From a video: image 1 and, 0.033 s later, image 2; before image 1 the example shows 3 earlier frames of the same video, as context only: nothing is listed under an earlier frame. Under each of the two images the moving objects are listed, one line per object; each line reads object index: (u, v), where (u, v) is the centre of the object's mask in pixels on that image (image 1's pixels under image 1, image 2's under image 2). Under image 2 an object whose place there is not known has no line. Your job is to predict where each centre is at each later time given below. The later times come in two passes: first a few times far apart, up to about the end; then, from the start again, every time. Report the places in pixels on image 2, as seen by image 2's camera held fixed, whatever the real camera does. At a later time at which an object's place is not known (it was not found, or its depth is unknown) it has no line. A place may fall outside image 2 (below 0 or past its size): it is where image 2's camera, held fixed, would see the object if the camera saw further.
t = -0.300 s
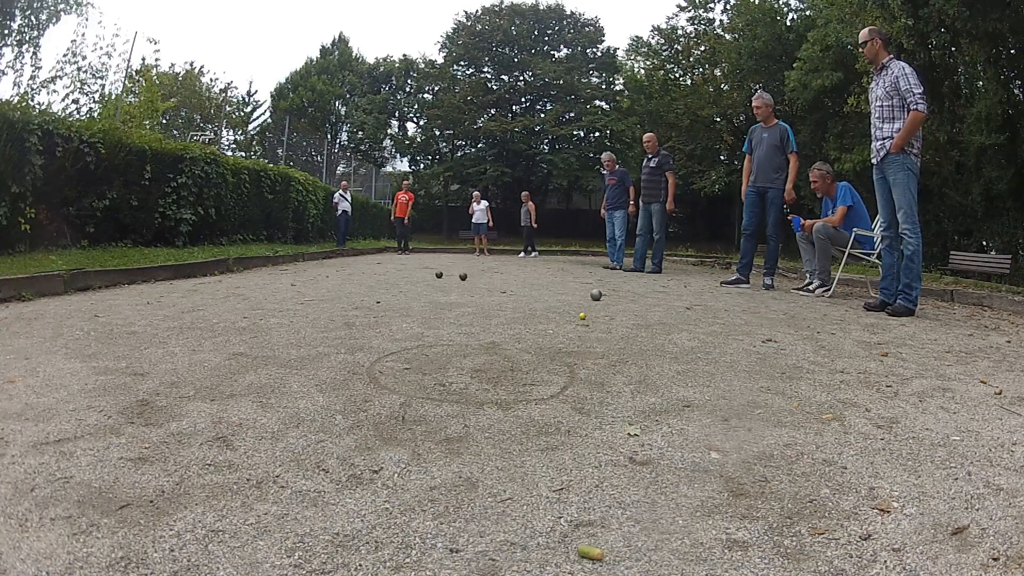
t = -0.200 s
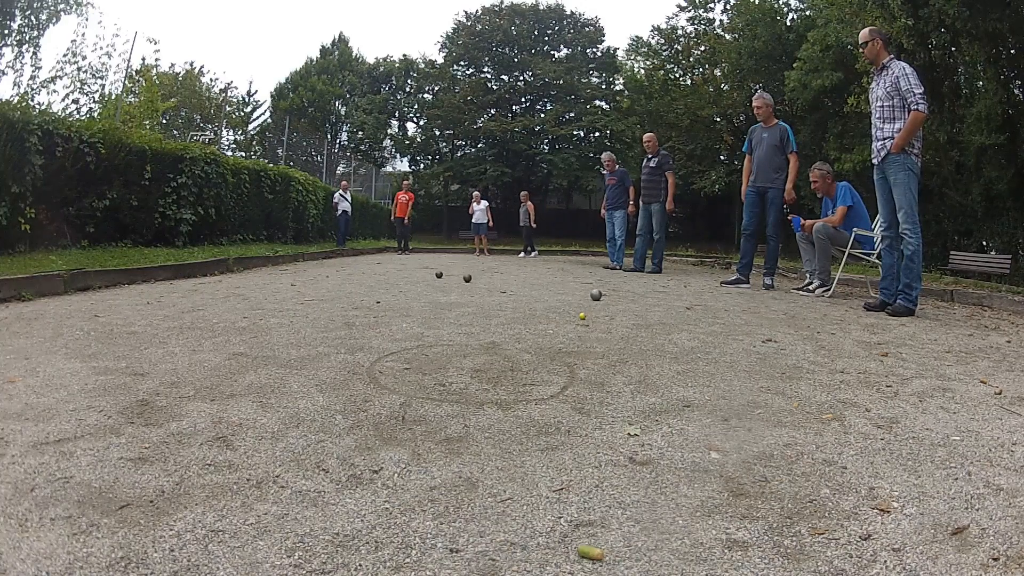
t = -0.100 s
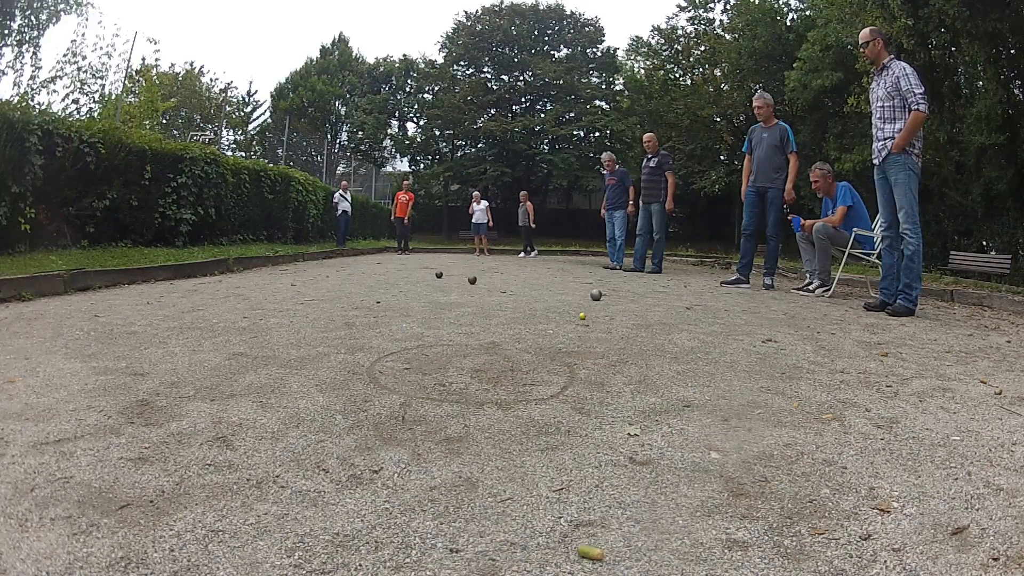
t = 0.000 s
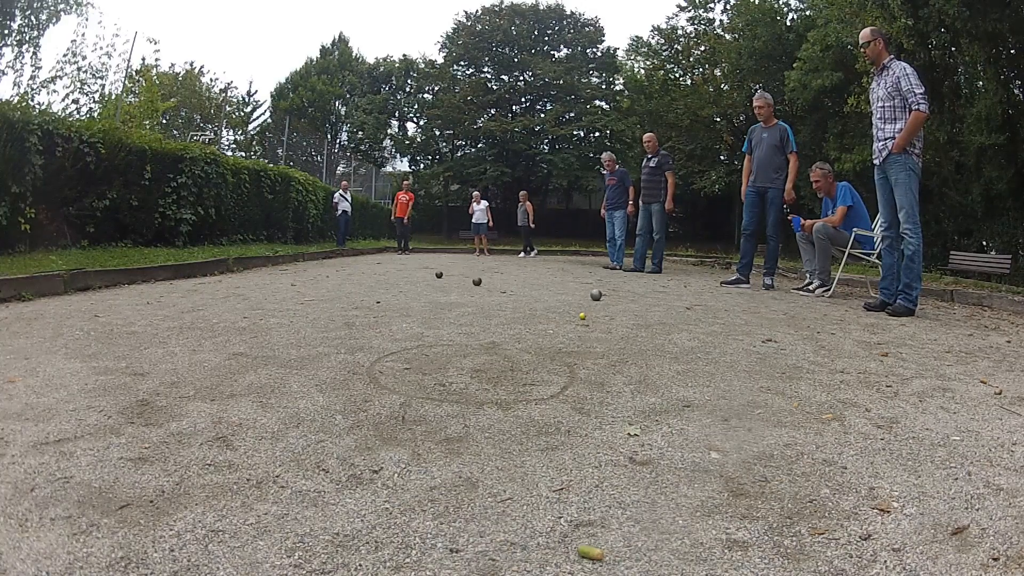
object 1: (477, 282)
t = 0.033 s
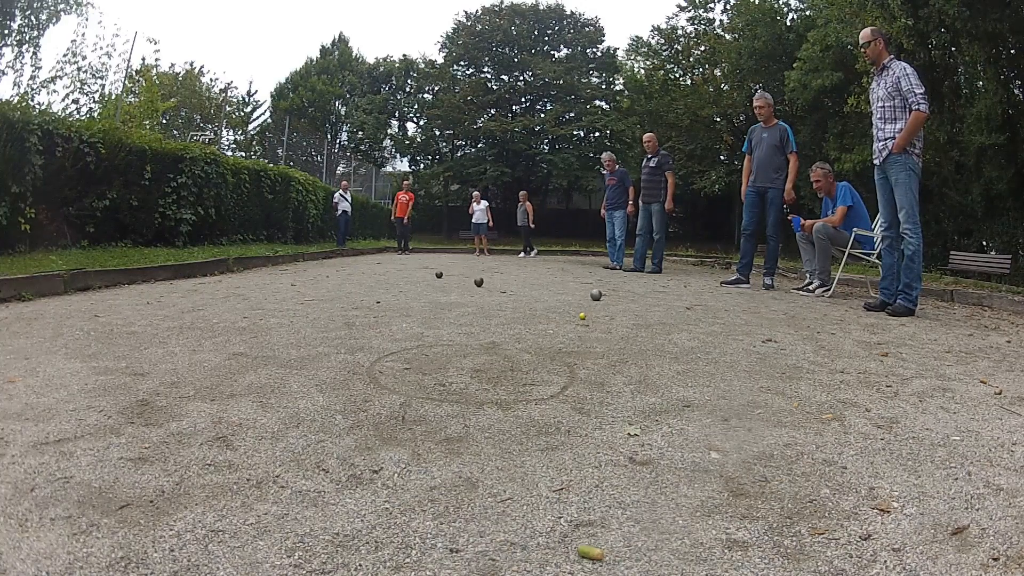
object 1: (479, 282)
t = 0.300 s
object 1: (496, 288)
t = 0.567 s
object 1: (520, 294)
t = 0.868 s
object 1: (557, 303)
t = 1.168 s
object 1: (599, 311)
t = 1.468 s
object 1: (645, 320)
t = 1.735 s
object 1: (688, 328)
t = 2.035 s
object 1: (734, 335)
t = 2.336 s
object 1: (770, 341)
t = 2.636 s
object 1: (794, 346)
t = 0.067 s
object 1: (480, 283)
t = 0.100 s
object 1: (483, 283)
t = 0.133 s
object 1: (485, 284)
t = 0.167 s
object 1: (487, 285)
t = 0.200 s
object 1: (489, 285)
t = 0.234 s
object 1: (491, 286)
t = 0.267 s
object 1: (494, 288)
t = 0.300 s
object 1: (496, 288)
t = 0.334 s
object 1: (499, 289)
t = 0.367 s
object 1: (501, 290)
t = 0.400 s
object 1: (504, 291)
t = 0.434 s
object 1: (507, 291)
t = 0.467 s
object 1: (510, 292)
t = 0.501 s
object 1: (514, 292)
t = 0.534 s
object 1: (517, 294)
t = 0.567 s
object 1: (520, 294)
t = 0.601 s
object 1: (524, 296)
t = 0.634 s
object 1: (528, 296)
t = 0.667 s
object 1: (532, 298)
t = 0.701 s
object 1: (536, 298)
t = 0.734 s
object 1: (540, 299)
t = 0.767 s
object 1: (544, 300)
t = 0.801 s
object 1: (548, 301)
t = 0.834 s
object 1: (552, 302)
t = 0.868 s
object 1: (557, 303)
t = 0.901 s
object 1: (561, 304)
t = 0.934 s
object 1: (566, 305)
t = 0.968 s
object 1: (570, 306)
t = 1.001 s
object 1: (575, 307)
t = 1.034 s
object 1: (580, 307)
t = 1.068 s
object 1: (585, 308)
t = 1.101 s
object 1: (590, 310)
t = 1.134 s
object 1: (594, 310)
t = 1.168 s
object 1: (599, 311)
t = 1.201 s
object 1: (604, 312)
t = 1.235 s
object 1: (610, 314)
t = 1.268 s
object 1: (615, 315)
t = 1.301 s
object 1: (620, 315)
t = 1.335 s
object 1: (625, 317)
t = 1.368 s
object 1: (630, 318)
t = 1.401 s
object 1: (635, 319)
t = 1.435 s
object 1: (640, 320)
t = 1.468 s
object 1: (645, 320)
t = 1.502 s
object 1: (651, 322)
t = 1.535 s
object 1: (656, 323)
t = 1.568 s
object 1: (661, 324)
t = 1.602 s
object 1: (666, 325)
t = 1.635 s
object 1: (672, 325)
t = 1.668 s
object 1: (677, 326)
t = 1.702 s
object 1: (683, 327)
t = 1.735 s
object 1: (688, 328)
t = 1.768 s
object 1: (694, 329)
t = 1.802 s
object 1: (699, 330)
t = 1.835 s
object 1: (705, 332)
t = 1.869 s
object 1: (710, 332)
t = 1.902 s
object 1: (715, 332)
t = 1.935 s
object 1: (720, 333)
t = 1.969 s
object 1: (725, 334)
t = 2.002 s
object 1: (730, 335)
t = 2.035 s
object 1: (734, 335)
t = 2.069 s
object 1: (739, 336)
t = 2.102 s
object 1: (744, 336)
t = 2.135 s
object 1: (748, 337)
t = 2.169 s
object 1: (752, 337)
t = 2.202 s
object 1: (756, 338)
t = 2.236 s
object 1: (760, 339)
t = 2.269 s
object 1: (764, 339)
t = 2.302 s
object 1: (767, 340)
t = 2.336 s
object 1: (770, 341)
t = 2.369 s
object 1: (773, 341)
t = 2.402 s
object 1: (775, 341)
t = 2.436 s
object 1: (778, 342)
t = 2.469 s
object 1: (780, 343)
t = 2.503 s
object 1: (783, 344)
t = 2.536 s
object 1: (786, 344)
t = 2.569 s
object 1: (788, 345)
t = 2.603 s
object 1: (791, 345)
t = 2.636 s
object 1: (794, 346)
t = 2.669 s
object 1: (796, 346)
